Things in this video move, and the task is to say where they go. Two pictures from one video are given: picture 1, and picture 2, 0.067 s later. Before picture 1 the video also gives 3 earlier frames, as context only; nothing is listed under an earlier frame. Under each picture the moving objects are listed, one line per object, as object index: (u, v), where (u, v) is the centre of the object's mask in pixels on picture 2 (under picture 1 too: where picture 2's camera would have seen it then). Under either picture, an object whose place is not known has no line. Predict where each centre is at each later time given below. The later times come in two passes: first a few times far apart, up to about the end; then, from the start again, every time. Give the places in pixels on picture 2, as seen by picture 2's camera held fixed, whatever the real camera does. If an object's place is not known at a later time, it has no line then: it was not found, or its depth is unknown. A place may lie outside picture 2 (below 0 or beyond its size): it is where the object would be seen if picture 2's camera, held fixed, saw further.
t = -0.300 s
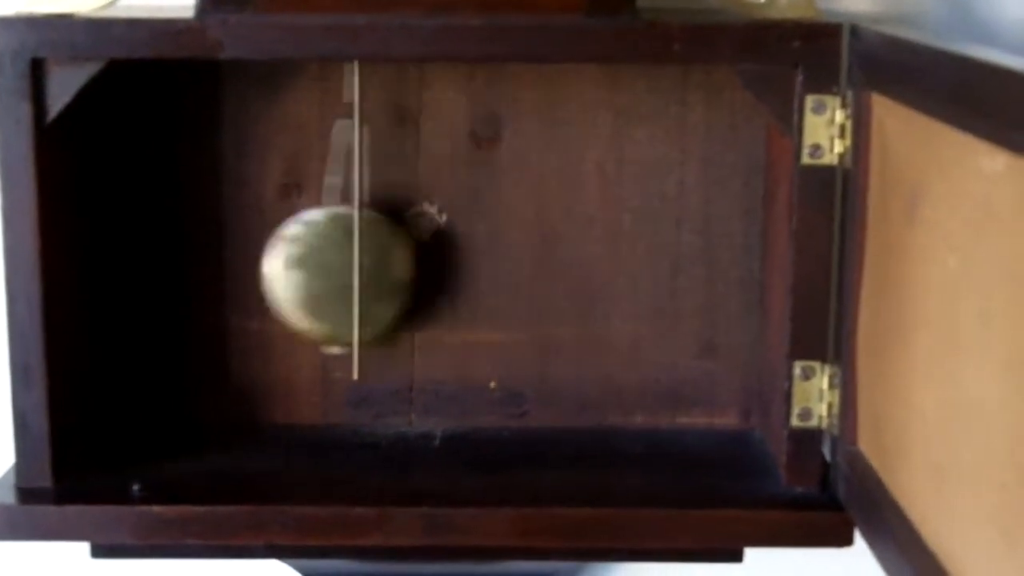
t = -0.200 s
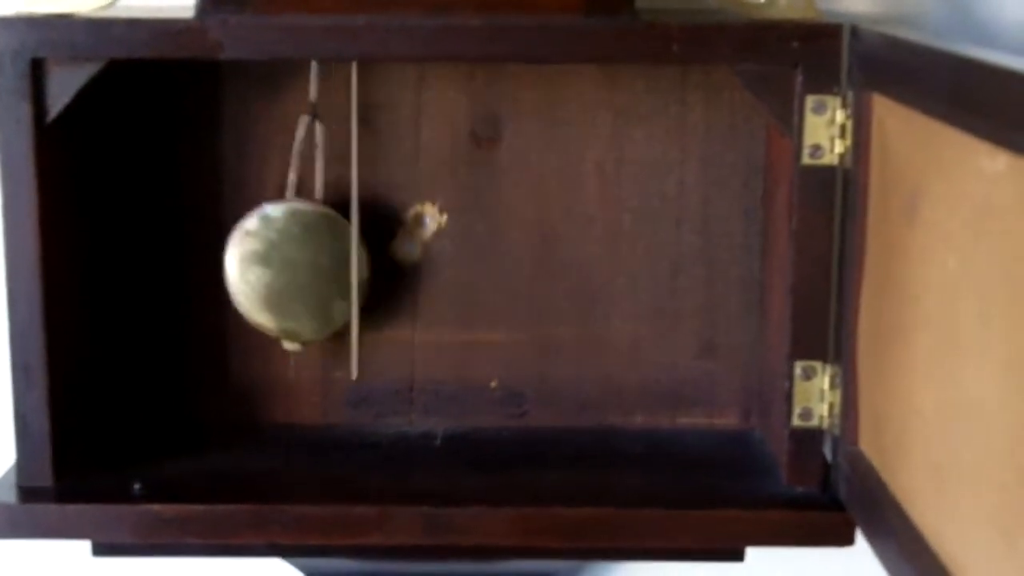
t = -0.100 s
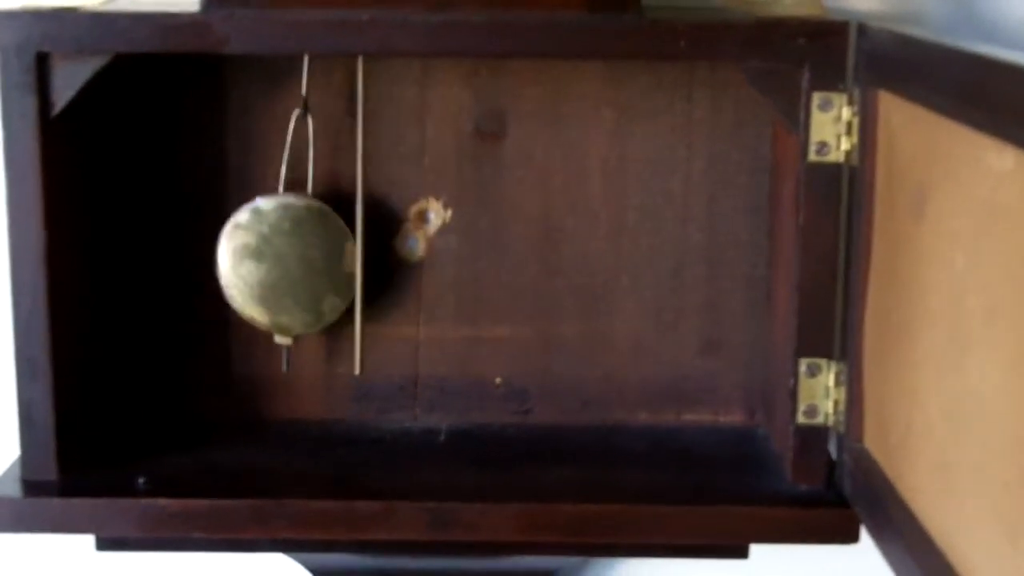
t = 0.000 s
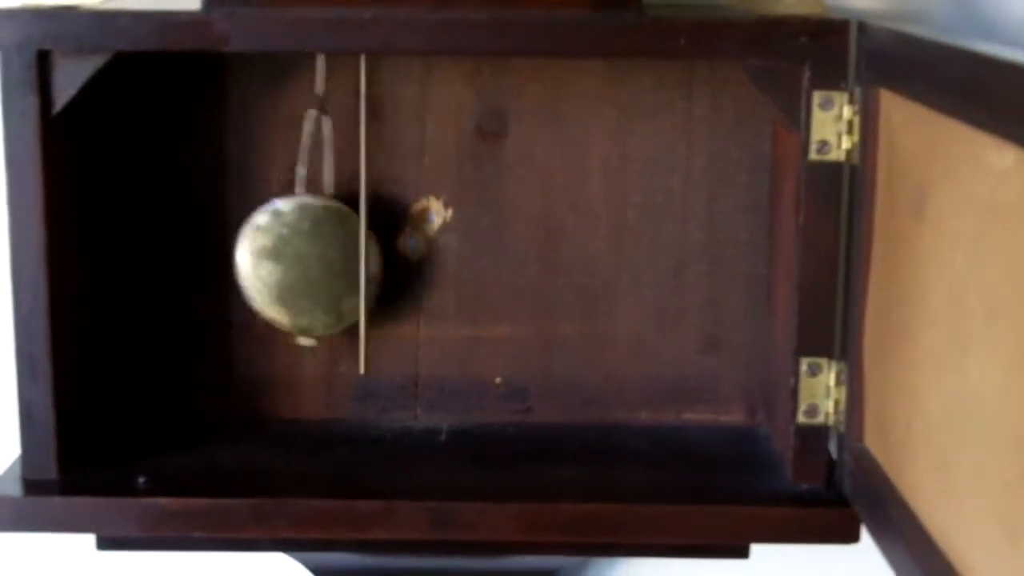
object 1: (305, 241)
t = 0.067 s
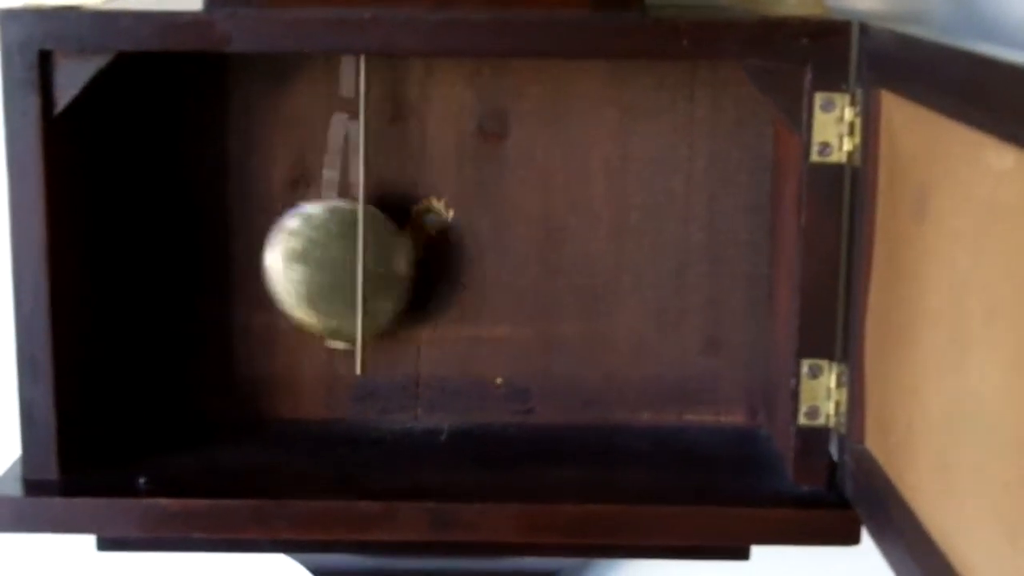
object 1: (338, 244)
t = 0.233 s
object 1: (446, 245)
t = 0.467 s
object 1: (564, 246)
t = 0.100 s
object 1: (357, 253)
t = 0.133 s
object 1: (381, 244)
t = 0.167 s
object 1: (413, 237)
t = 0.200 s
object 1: (428, 241)
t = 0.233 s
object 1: (446, 245)
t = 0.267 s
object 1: (467, 243)
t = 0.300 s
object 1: (490, 243)
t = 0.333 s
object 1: (509, 244)
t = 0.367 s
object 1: (527, 244)
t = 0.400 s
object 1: (543, 244)
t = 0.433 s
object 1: (555, 244)
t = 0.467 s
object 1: (564, 246)
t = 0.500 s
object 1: (570, 247)
